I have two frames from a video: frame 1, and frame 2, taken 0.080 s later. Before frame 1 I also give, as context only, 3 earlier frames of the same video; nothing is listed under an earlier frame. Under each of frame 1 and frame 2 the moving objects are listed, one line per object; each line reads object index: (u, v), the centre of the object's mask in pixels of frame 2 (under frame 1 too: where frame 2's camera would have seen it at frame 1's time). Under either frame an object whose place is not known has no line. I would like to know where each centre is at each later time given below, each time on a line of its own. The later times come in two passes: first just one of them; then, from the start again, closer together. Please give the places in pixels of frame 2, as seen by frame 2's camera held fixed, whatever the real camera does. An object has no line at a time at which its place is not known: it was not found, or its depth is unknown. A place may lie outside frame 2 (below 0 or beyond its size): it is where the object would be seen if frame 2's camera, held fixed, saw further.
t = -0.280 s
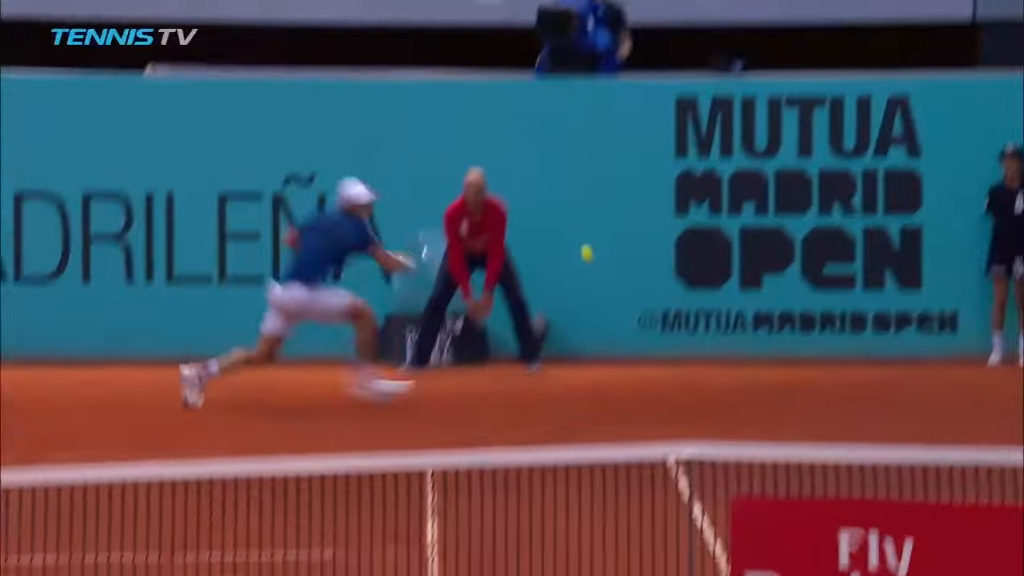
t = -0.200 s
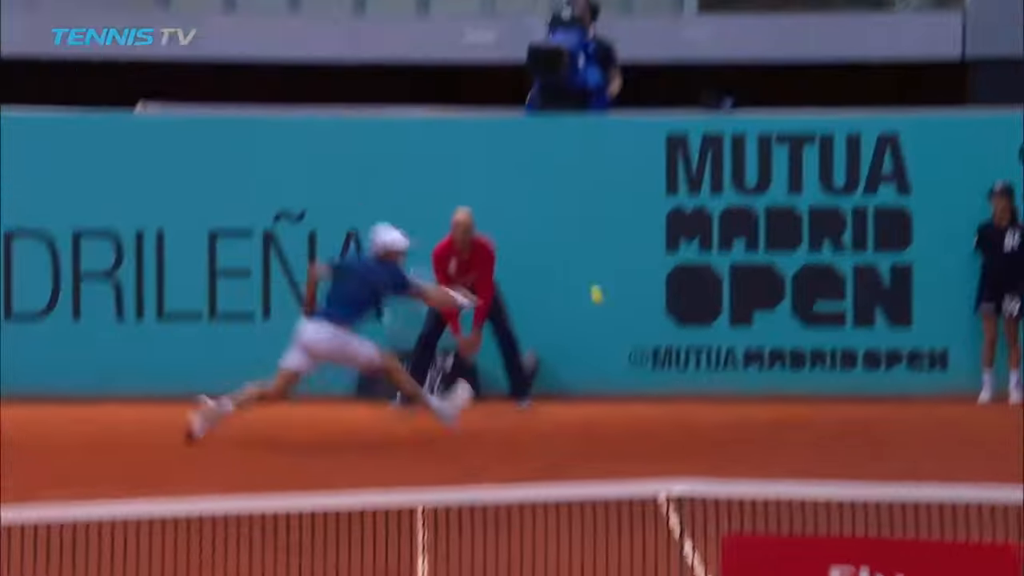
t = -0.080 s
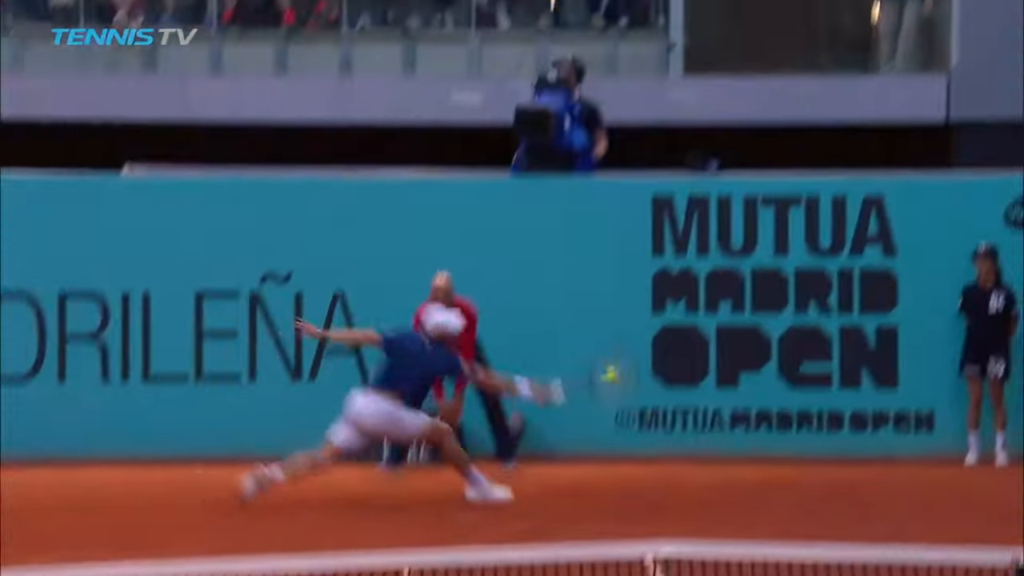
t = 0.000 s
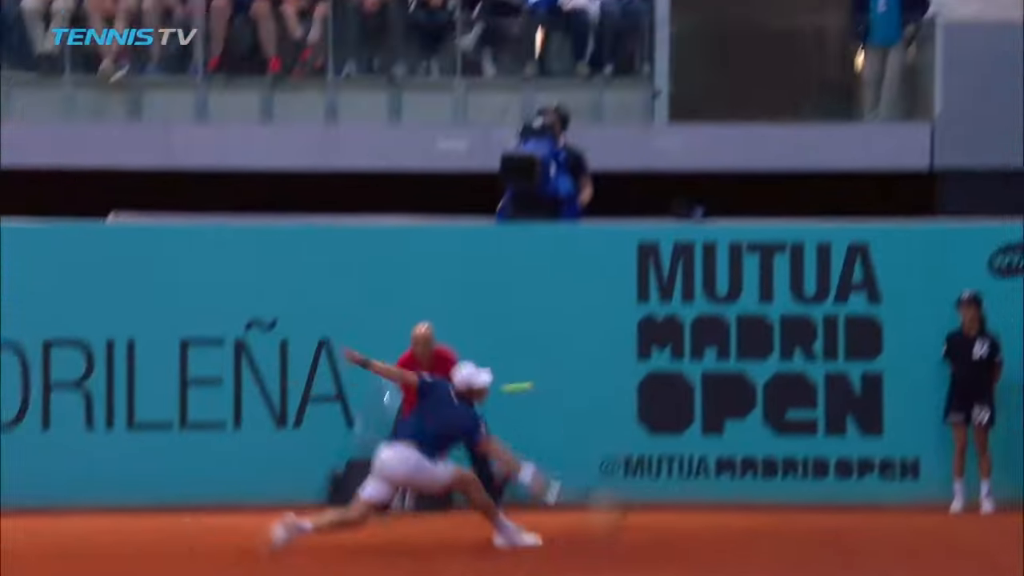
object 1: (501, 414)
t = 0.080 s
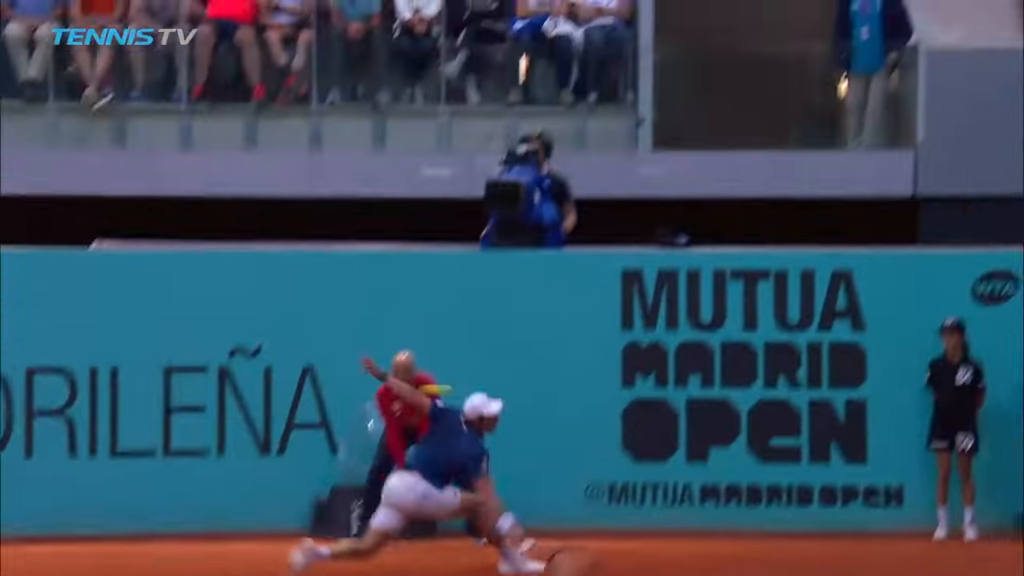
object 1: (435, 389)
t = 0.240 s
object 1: (270, 344)
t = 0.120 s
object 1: (389, 374)
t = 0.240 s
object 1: (270, 344)
